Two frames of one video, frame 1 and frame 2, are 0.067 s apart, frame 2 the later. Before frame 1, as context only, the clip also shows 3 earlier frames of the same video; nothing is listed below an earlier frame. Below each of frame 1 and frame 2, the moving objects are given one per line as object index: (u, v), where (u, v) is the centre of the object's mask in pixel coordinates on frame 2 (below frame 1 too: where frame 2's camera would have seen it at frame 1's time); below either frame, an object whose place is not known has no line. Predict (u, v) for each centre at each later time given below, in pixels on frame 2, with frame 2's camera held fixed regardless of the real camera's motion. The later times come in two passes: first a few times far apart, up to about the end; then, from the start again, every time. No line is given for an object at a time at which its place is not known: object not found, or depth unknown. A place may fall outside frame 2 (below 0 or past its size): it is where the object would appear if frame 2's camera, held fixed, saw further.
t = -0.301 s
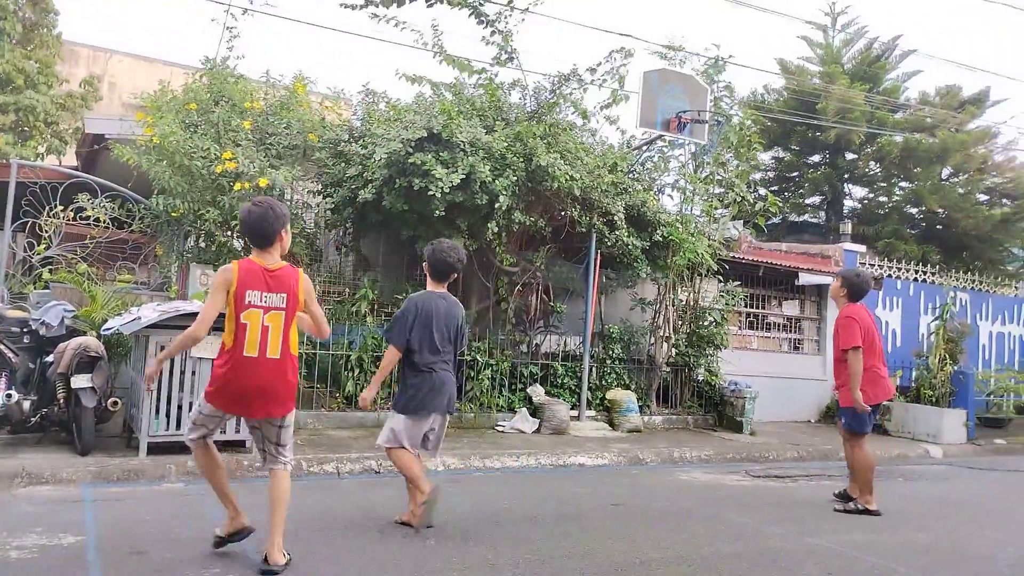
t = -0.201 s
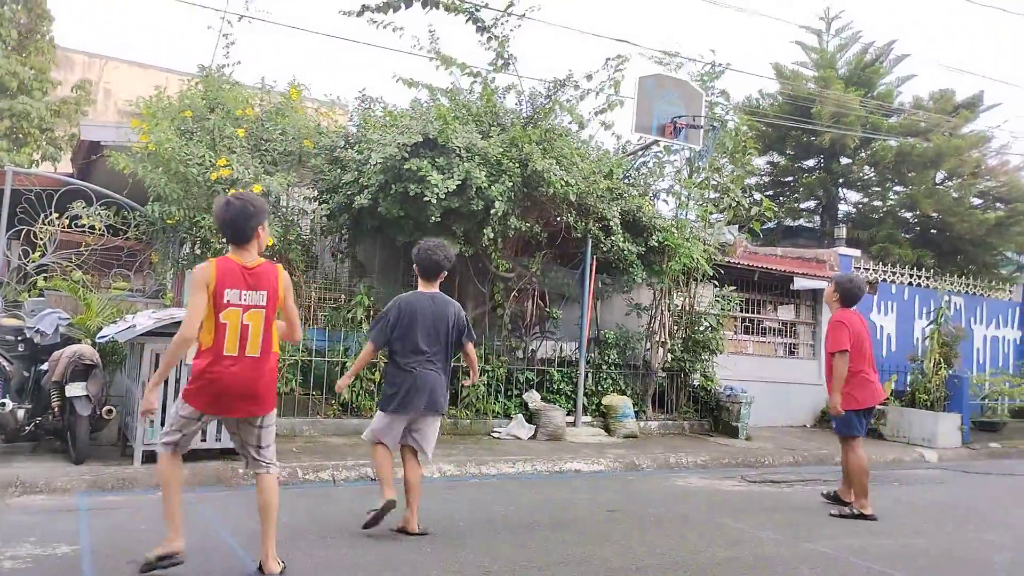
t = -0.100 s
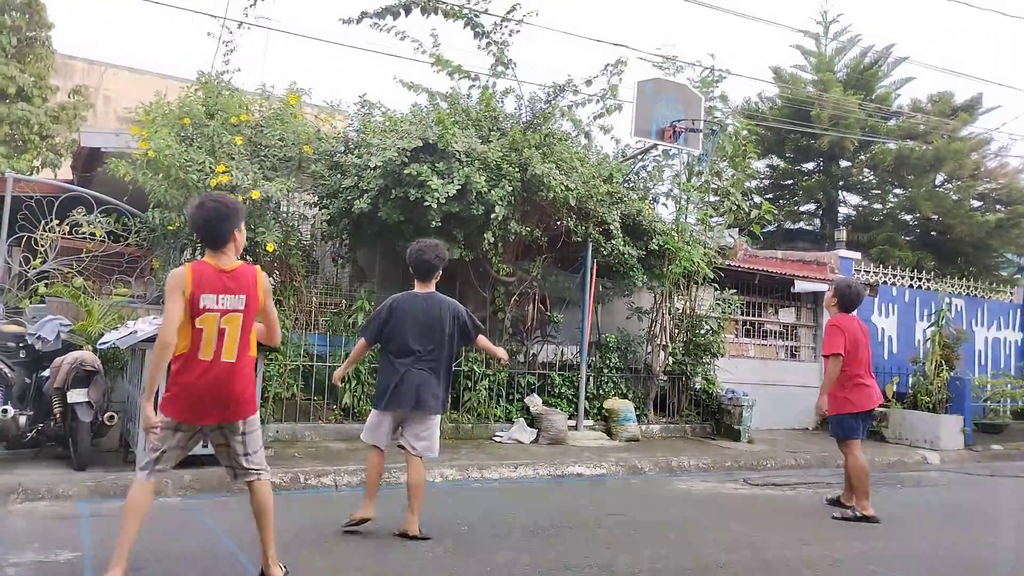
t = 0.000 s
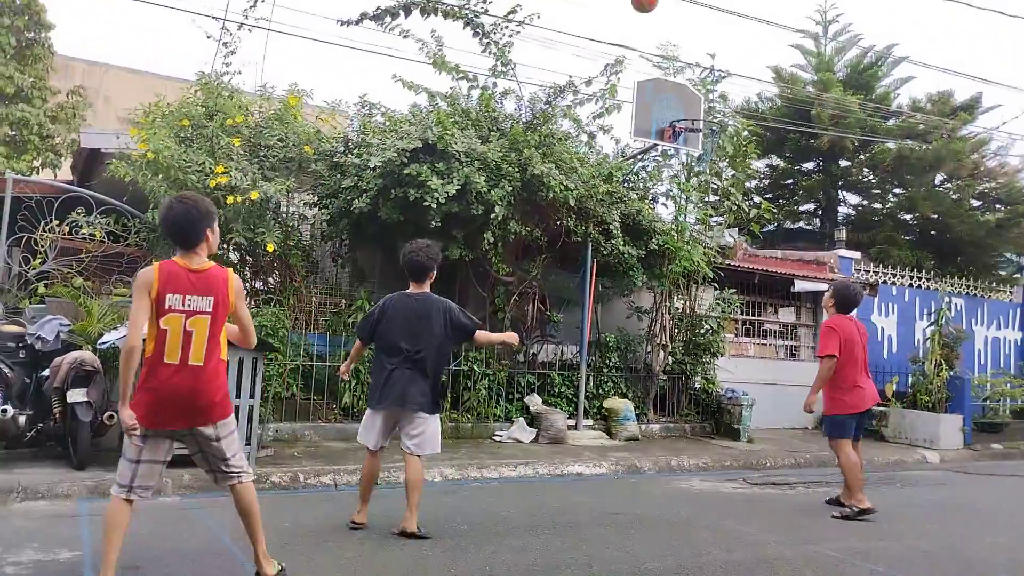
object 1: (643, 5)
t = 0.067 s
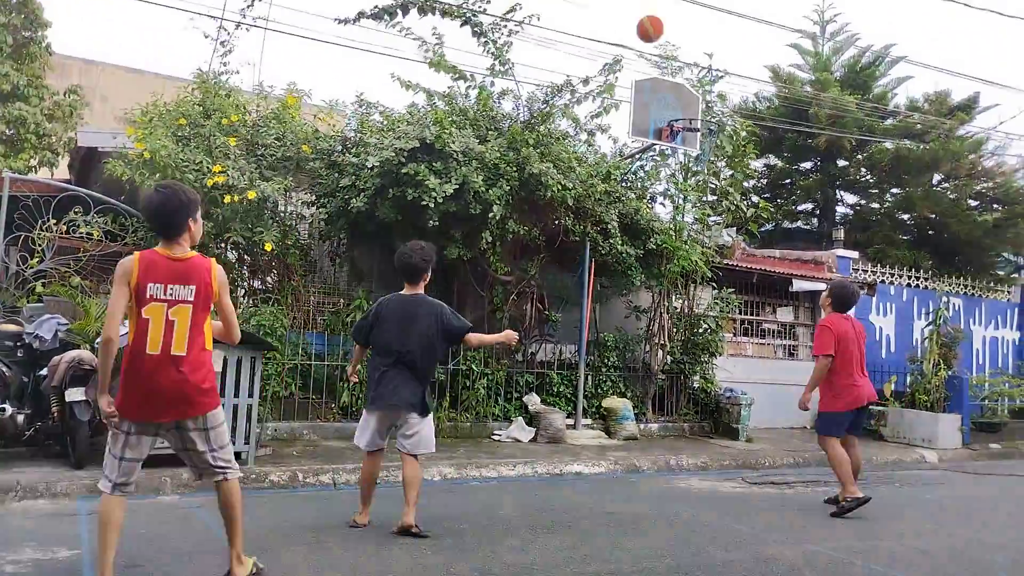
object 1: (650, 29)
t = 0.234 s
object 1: (675, 98)
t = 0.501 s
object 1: (724, 173)
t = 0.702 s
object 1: (750, 220)
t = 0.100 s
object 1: (655, 46)
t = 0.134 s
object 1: (658, 63)
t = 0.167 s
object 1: (661, 76)
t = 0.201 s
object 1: (668, 86)
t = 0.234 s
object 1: (675, 98)
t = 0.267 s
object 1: (681, 109)
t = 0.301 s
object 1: (690, 124)
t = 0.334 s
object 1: (698, 140)
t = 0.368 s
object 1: (704, 156)
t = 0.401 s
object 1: (711, 167)
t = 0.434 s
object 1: (715, 168)
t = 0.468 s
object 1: (719, 170)
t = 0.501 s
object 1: (724, 173)
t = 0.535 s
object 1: (727, 177)
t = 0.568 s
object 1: (731, 184)
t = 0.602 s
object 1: (737, 190)
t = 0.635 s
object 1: (741, 199)
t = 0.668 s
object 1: (745, 208)
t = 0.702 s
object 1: (750, 220)
